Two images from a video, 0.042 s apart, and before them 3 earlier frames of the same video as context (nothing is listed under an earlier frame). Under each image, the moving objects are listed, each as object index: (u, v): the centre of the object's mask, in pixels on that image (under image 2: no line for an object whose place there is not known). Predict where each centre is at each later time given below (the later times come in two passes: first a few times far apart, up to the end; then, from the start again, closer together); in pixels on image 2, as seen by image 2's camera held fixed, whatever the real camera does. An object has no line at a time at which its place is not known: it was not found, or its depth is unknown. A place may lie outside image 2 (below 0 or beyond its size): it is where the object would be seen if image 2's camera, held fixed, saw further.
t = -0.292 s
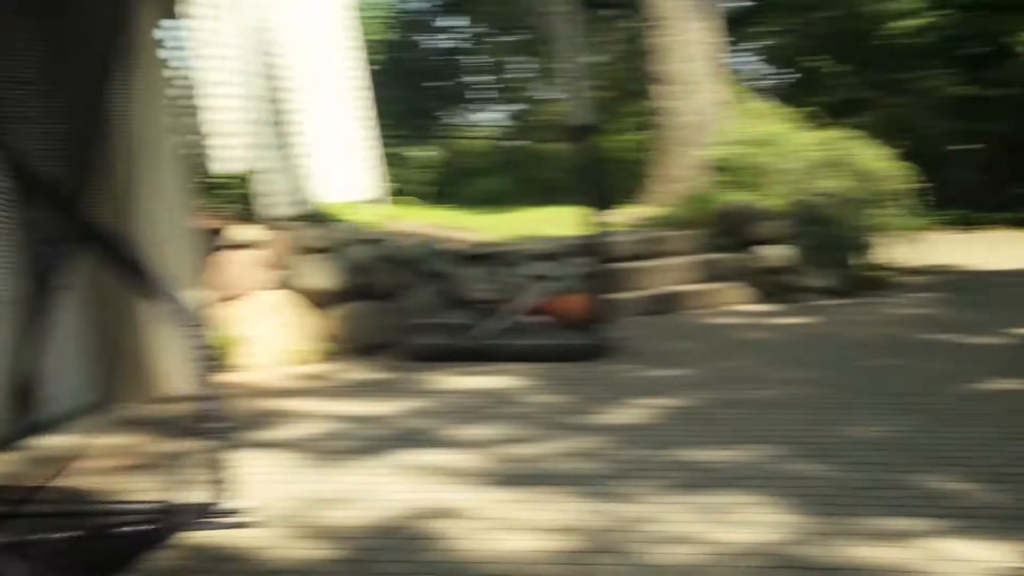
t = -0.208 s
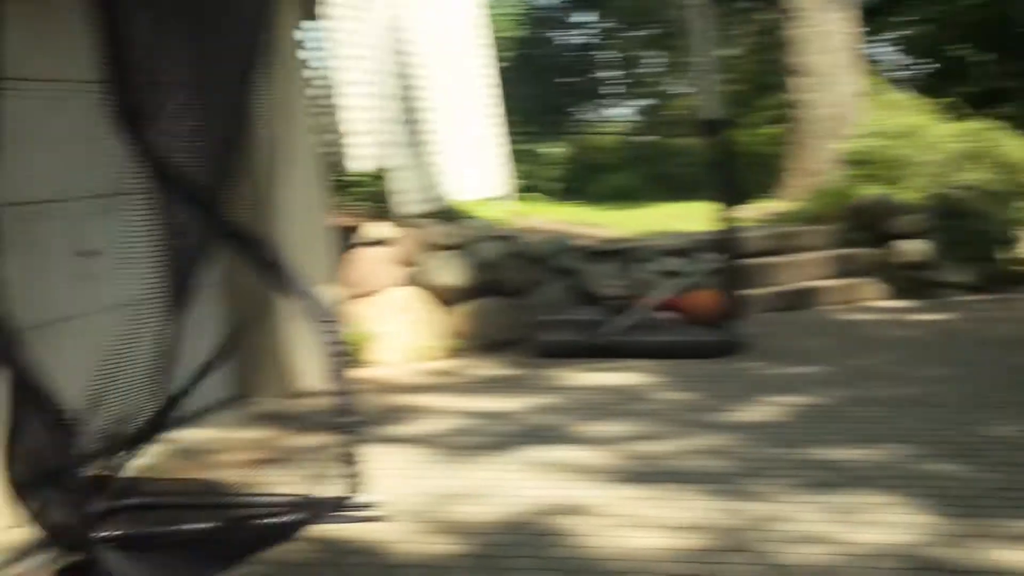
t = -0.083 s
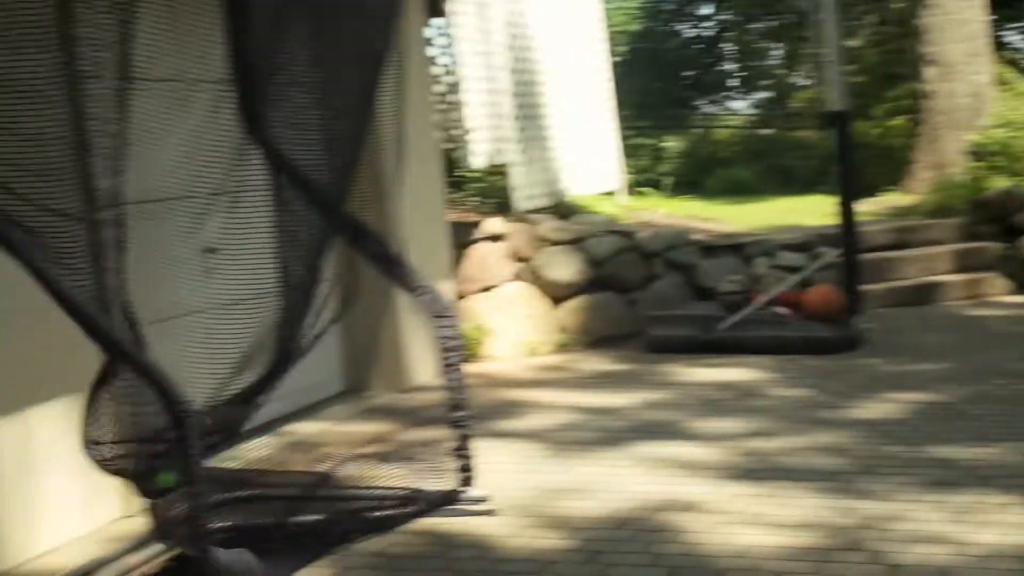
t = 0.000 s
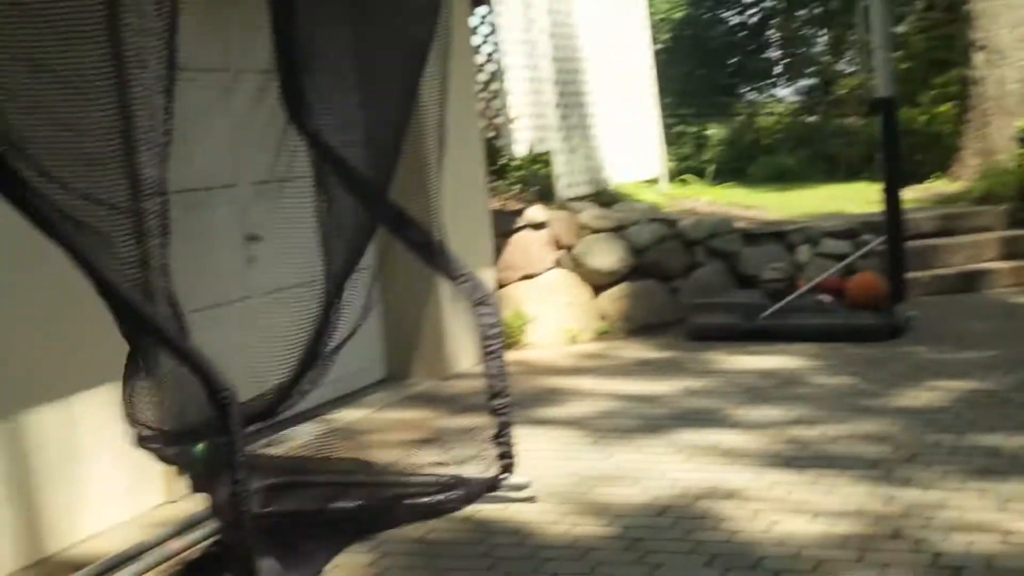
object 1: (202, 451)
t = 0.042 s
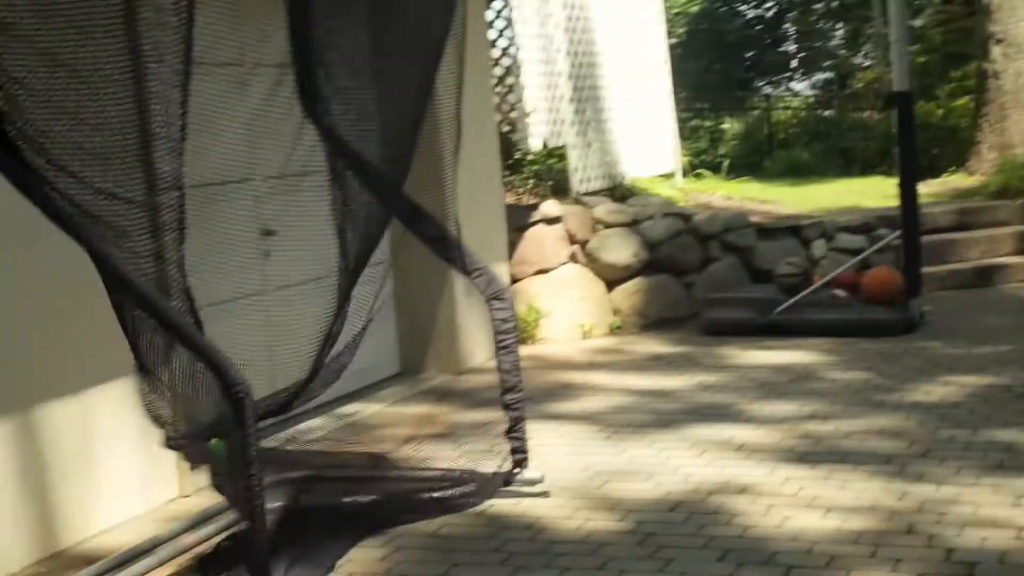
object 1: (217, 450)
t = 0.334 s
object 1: (322, 549)
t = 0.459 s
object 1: (397, 552)
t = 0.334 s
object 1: (322, 549)
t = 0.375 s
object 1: (349, 550)
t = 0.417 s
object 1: (372, 549)
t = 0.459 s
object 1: (397, 552)
